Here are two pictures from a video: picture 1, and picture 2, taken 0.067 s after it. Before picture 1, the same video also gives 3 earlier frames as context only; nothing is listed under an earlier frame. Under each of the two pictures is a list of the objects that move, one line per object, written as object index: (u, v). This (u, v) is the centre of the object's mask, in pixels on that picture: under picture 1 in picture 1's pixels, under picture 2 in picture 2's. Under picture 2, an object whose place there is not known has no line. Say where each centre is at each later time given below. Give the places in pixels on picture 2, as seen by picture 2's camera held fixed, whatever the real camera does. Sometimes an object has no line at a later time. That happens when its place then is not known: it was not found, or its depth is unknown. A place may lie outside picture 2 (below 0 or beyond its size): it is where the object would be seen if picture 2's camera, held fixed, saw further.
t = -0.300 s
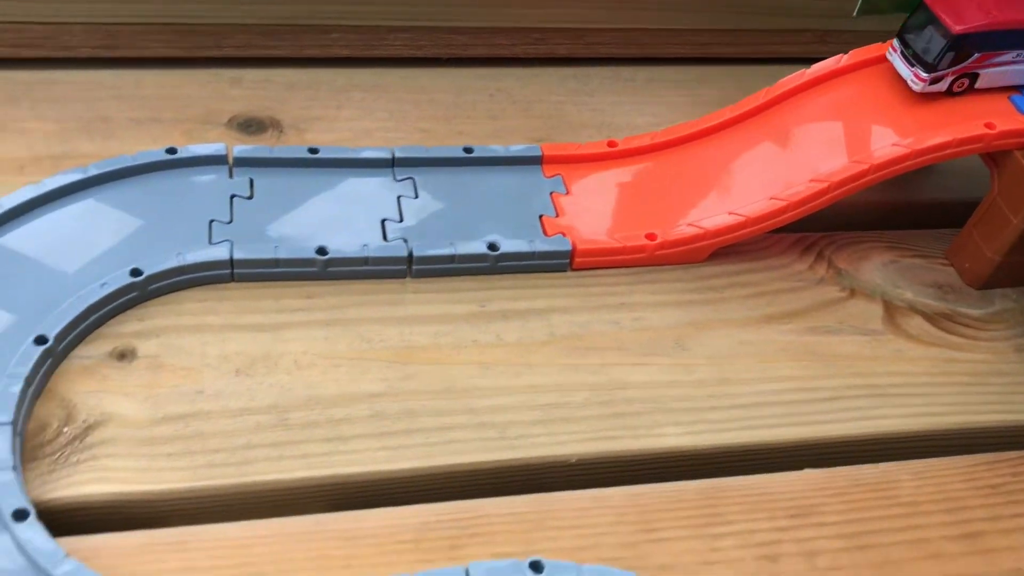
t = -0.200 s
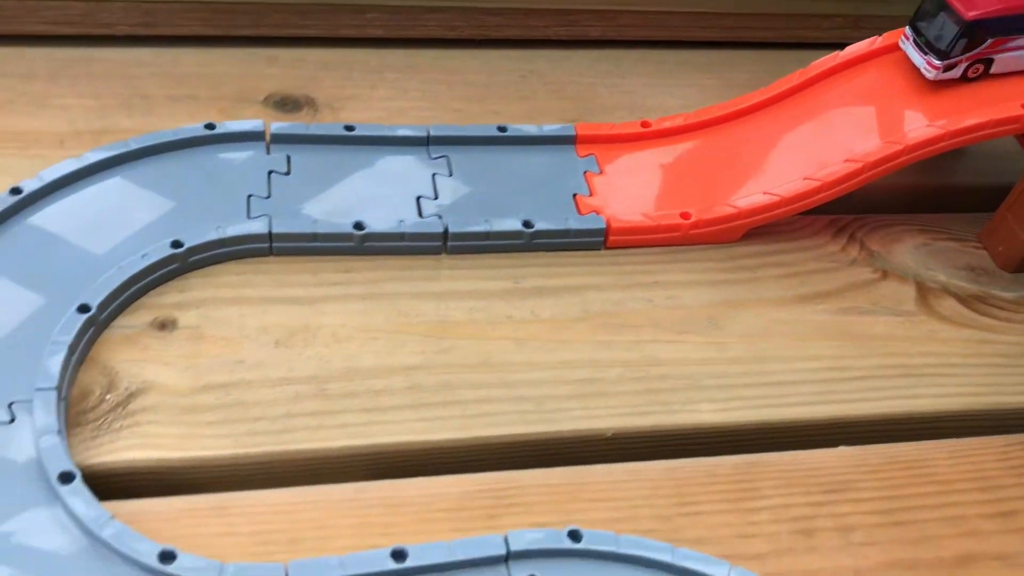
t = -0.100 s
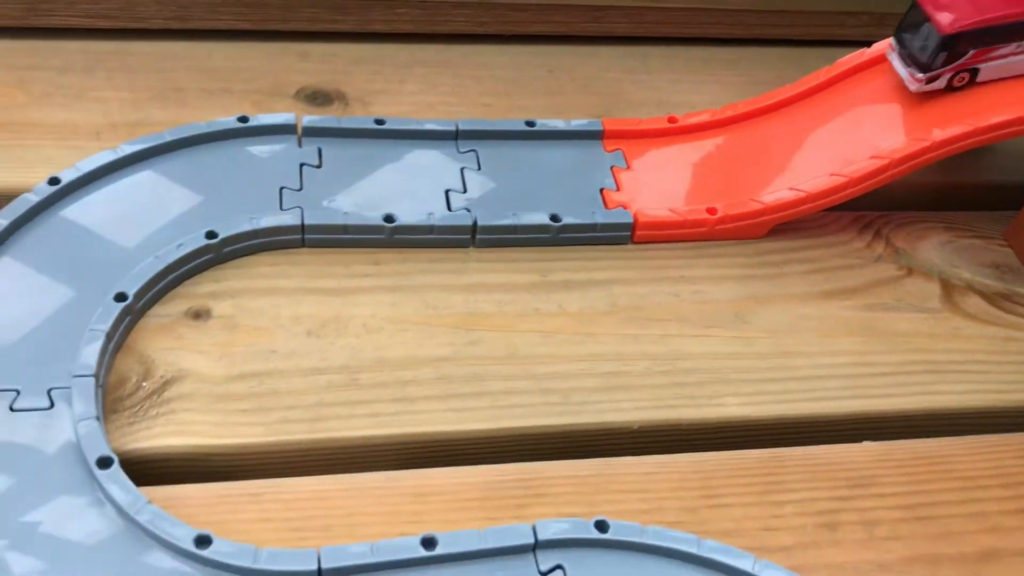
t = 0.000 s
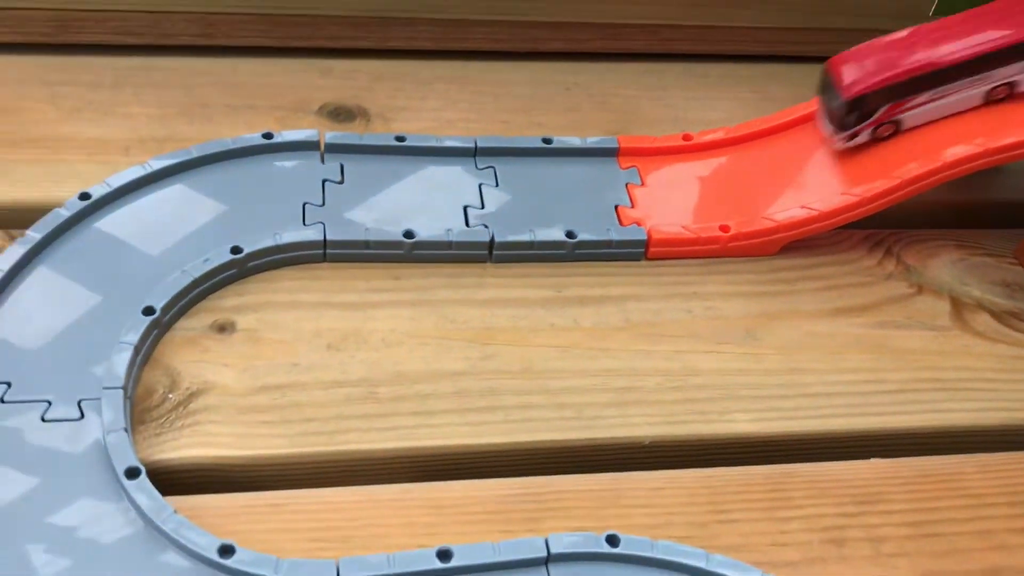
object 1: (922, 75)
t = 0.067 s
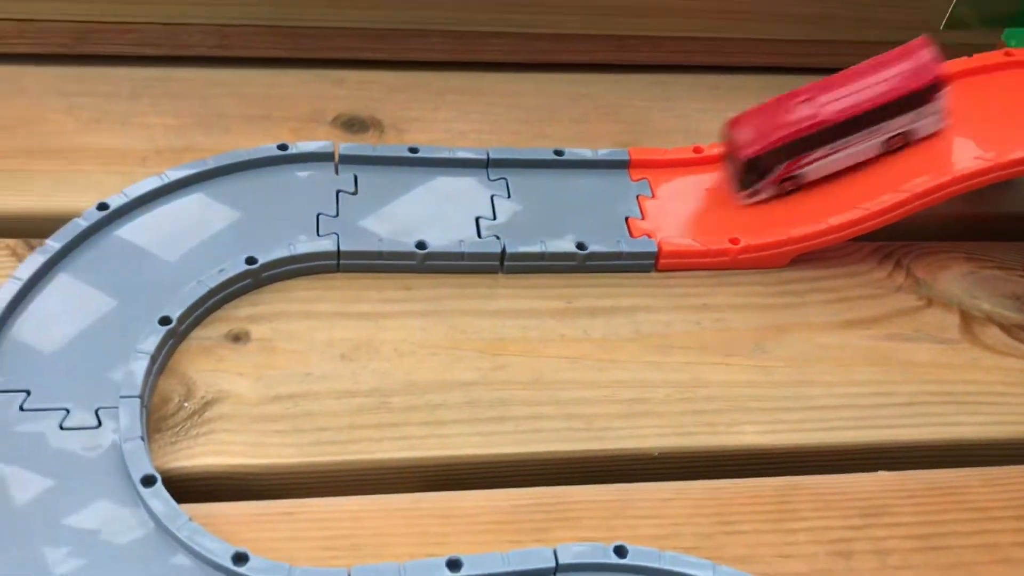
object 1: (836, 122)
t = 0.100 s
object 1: (767, 145)
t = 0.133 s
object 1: (695, 158)
